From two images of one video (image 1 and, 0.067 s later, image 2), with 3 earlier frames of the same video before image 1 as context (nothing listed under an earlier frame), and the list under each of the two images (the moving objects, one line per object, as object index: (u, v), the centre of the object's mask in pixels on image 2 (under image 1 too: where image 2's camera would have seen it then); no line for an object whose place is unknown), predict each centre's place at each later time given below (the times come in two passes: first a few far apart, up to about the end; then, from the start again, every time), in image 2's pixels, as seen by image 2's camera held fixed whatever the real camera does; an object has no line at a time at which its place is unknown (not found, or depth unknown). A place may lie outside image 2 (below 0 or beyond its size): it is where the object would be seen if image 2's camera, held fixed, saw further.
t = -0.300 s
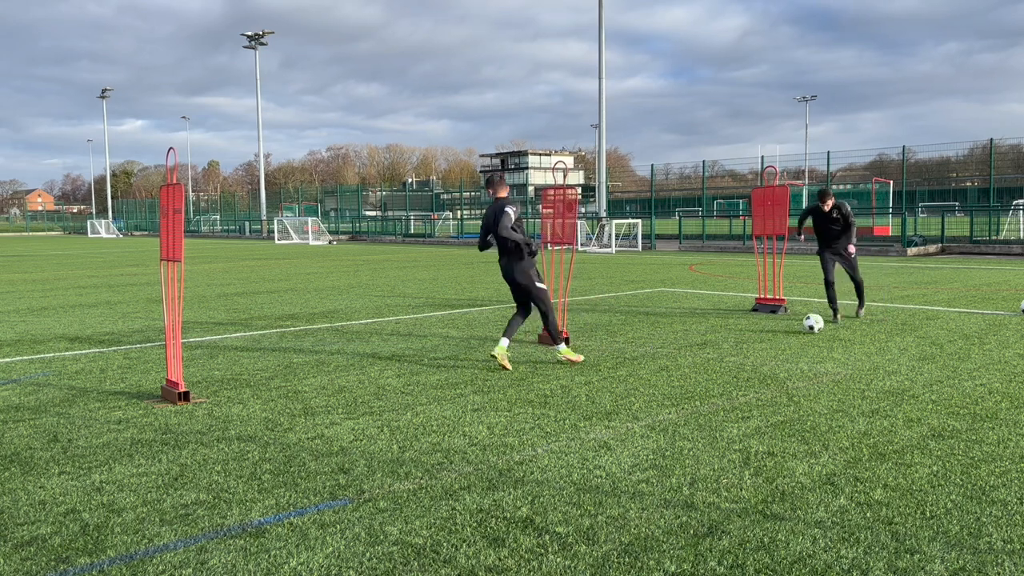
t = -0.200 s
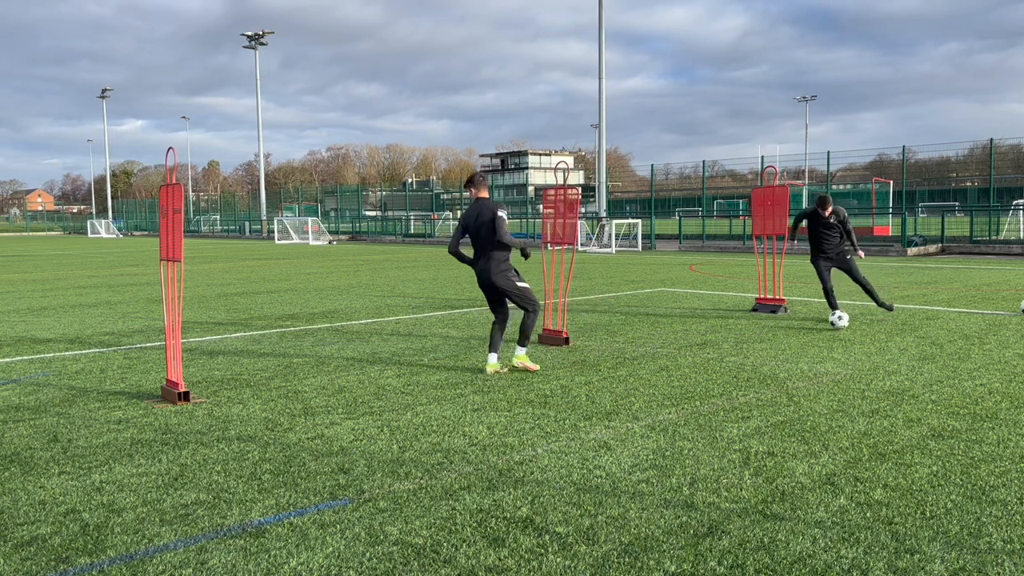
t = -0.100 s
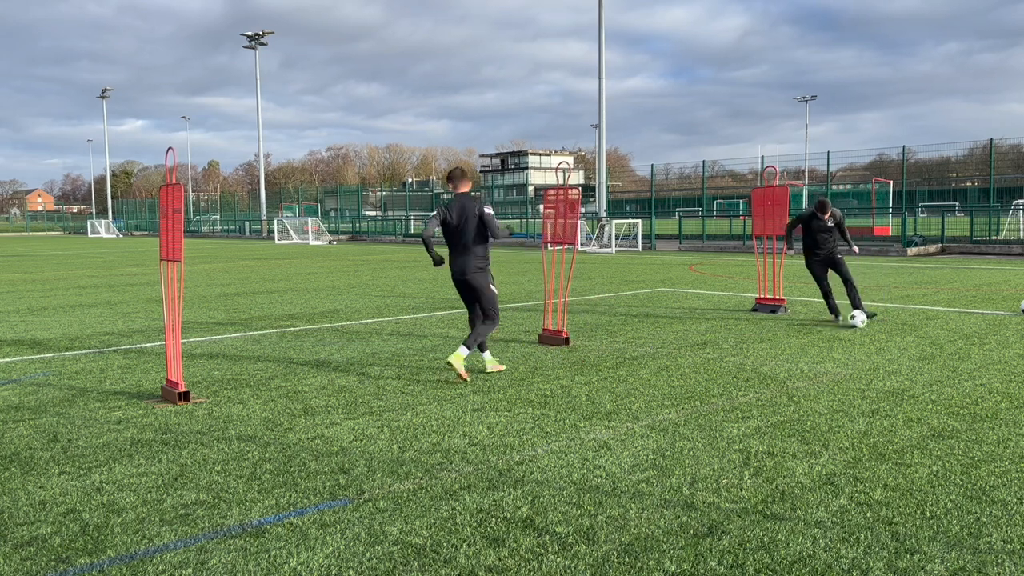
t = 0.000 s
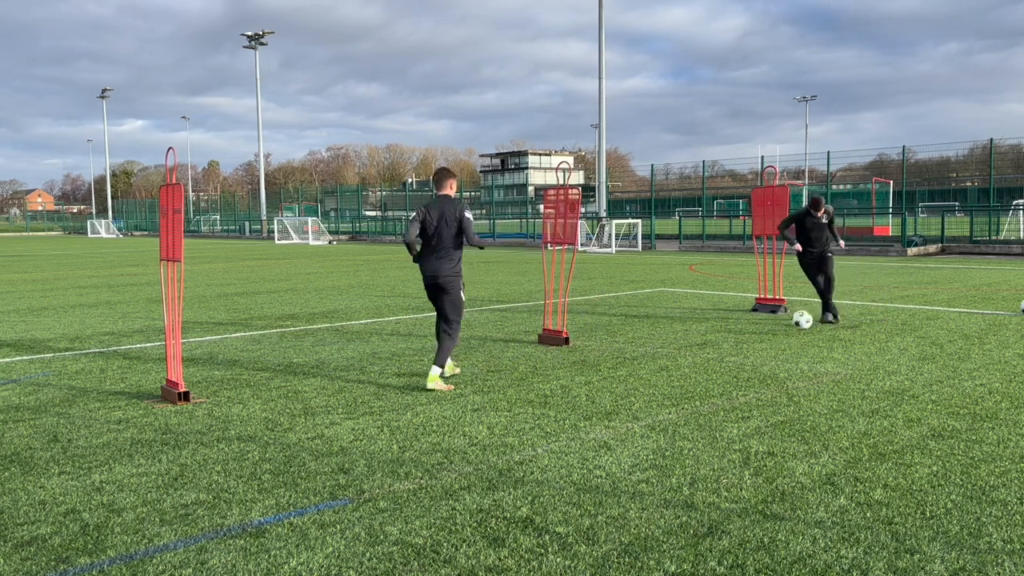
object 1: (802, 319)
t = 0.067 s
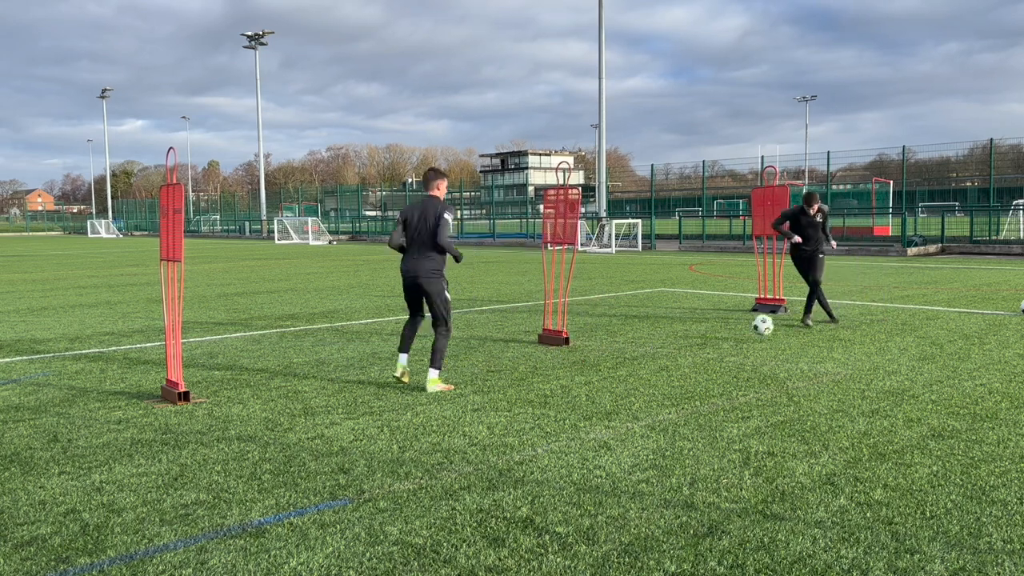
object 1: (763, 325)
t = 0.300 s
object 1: (621, 347)
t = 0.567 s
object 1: (458, 371)
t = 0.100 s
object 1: (742, 329)
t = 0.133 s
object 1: (721, 335)
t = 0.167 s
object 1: (699, 341)
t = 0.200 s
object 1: (681, 341)
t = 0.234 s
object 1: (661, 341)
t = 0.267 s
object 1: (642, 344)
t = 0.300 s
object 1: (621, 347)
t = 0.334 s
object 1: (600, 352)
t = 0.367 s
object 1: (579, 357)
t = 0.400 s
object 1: (560, 358)
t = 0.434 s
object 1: (540, 359)
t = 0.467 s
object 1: (520, 363)
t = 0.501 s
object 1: (499, 367)
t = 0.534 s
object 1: (479, 371)
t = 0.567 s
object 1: (458, 371)
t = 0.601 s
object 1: (437, 373)
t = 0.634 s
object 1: (415, 377)
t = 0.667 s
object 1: (392, 382)
